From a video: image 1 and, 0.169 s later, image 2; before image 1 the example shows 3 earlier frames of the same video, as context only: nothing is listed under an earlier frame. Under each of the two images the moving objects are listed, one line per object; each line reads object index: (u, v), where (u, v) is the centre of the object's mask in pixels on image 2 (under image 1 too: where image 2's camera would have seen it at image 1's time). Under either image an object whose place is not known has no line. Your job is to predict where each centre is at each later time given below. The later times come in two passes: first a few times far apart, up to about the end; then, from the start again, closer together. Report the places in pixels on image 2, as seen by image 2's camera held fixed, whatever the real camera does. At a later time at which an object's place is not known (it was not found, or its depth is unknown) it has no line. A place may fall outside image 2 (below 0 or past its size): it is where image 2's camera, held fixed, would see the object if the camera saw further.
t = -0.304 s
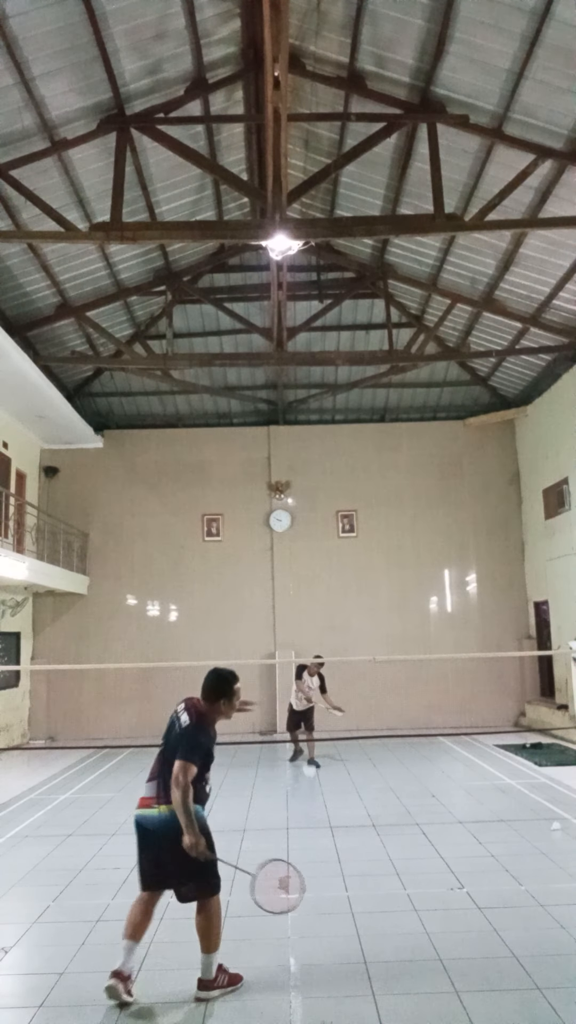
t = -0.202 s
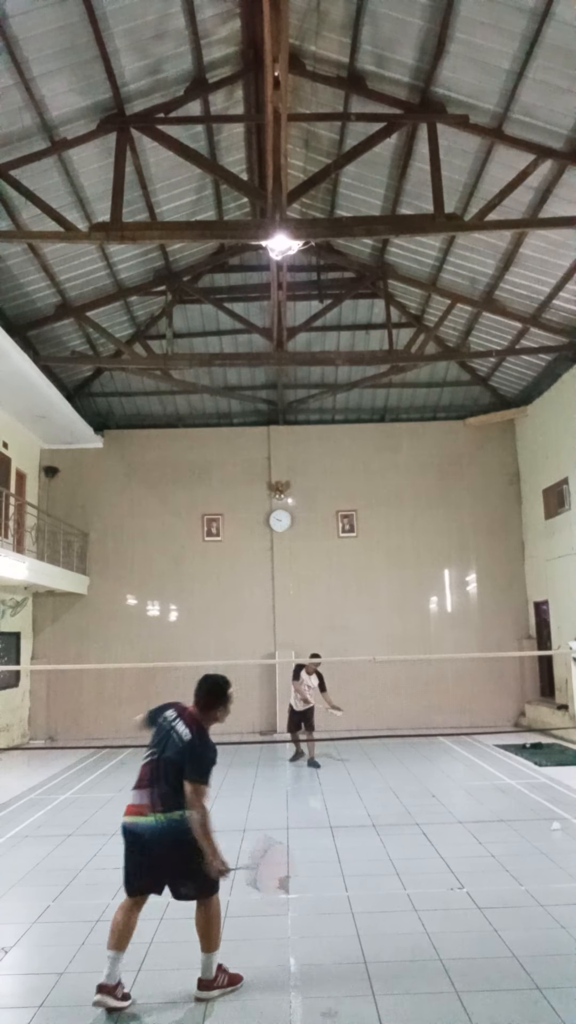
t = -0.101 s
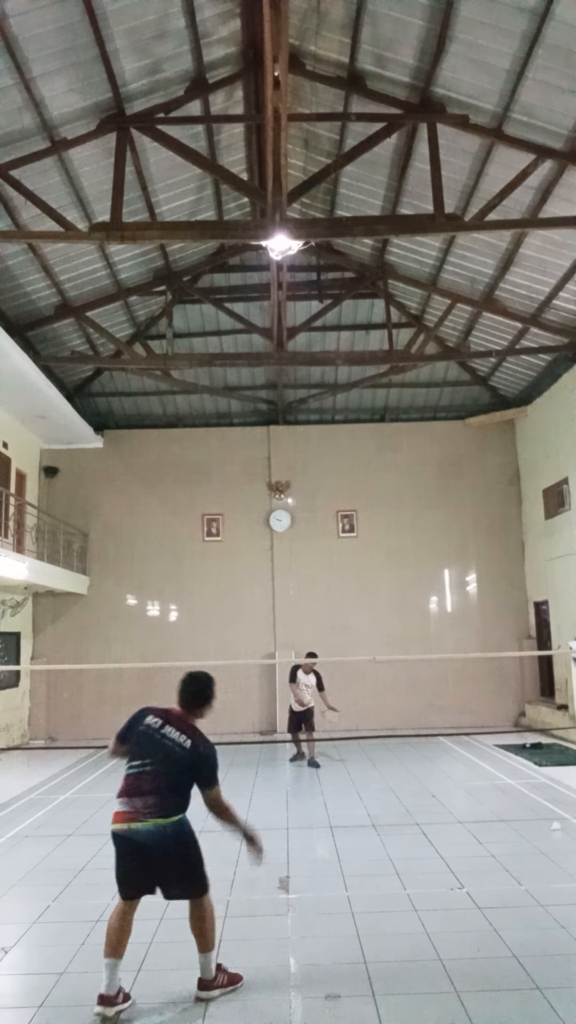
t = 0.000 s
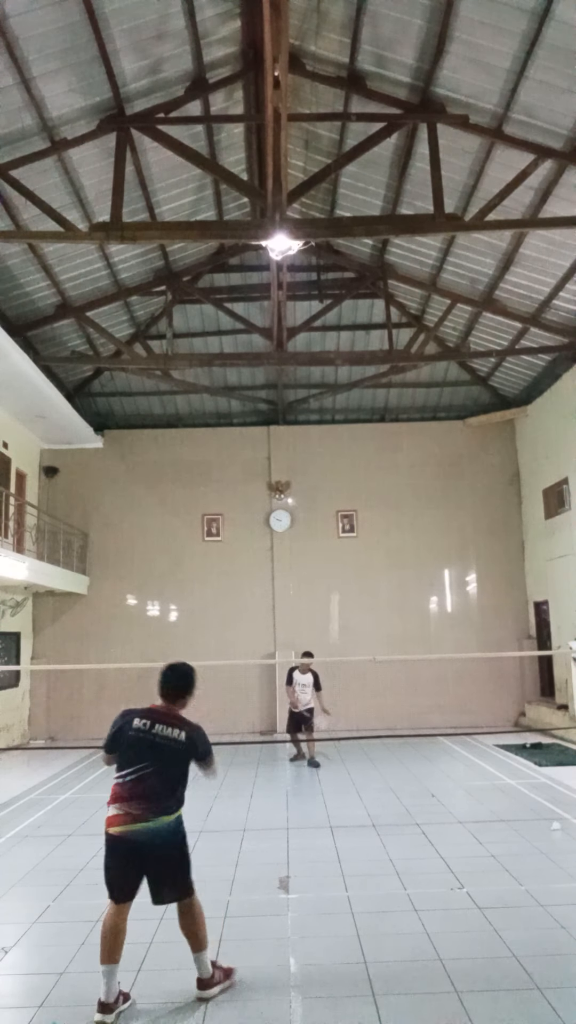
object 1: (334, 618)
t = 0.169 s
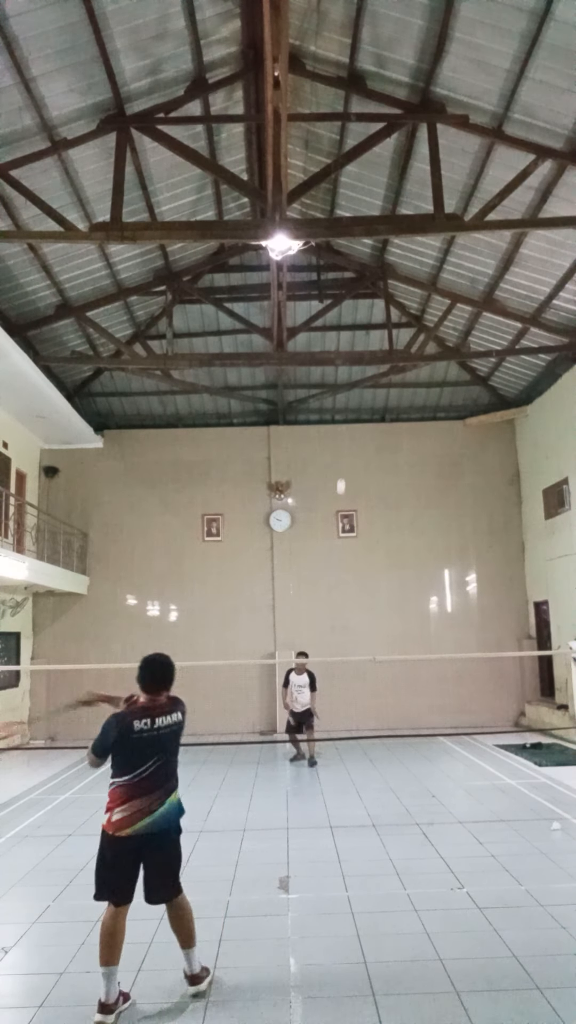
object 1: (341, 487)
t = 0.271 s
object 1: (342, 462)
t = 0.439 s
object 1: (344, 453)
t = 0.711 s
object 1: (347, 480)
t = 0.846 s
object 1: (347, 506)
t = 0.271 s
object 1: (342, 462)
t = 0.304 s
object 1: (342, 459)
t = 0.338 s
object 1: (343, 455)
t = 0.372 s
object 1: (343, 453)
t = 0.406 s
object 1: (344, 453)
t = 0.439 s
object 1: (344, 453)
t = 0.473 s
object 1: (344, 454)
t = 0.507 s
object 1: (345, 456)
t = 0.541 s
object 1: (345, 458)
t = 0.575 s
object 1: (345, 461)
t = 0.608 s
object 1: (346, 465)
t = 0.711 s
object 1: (347, 480)
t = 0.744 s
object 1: (347, 486)
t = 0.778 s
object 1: (347, 493)
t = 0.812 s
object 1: (347, 500)
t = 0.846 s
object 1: (347, 506)
